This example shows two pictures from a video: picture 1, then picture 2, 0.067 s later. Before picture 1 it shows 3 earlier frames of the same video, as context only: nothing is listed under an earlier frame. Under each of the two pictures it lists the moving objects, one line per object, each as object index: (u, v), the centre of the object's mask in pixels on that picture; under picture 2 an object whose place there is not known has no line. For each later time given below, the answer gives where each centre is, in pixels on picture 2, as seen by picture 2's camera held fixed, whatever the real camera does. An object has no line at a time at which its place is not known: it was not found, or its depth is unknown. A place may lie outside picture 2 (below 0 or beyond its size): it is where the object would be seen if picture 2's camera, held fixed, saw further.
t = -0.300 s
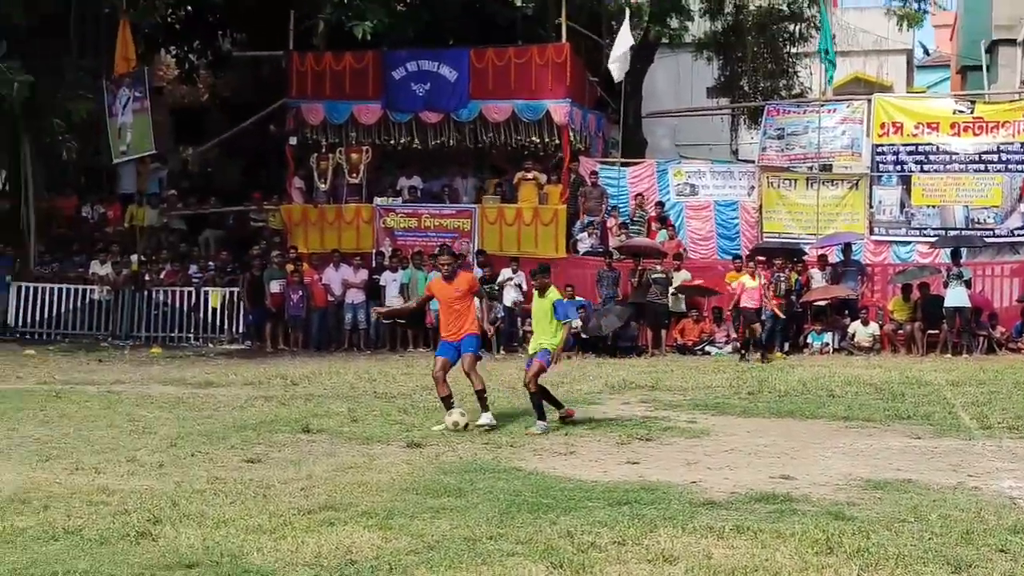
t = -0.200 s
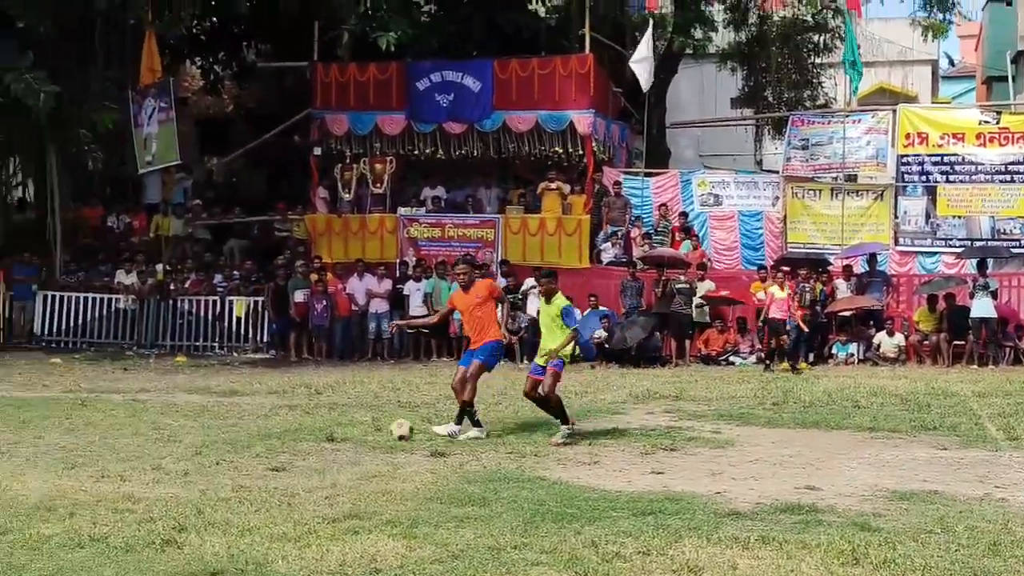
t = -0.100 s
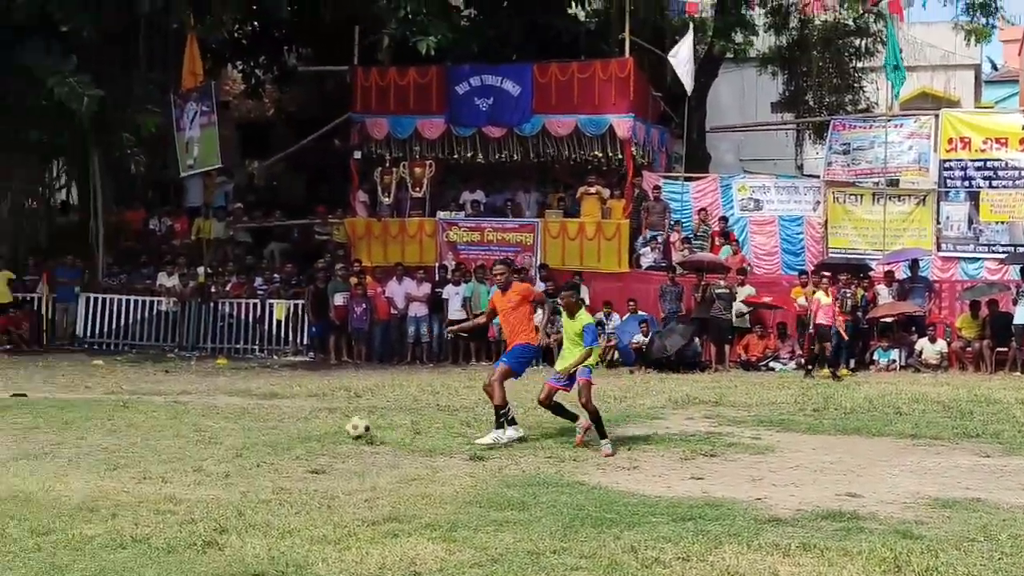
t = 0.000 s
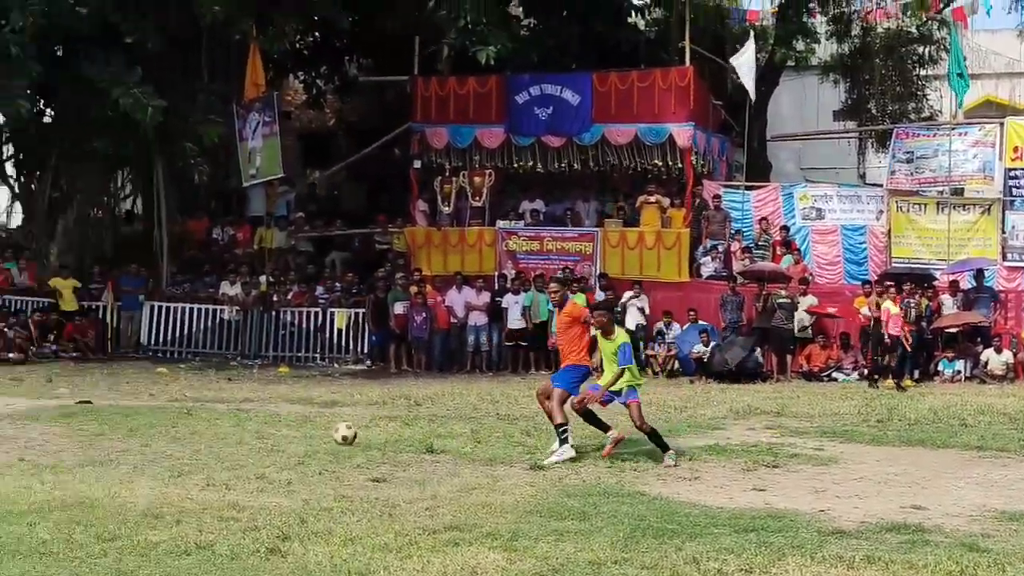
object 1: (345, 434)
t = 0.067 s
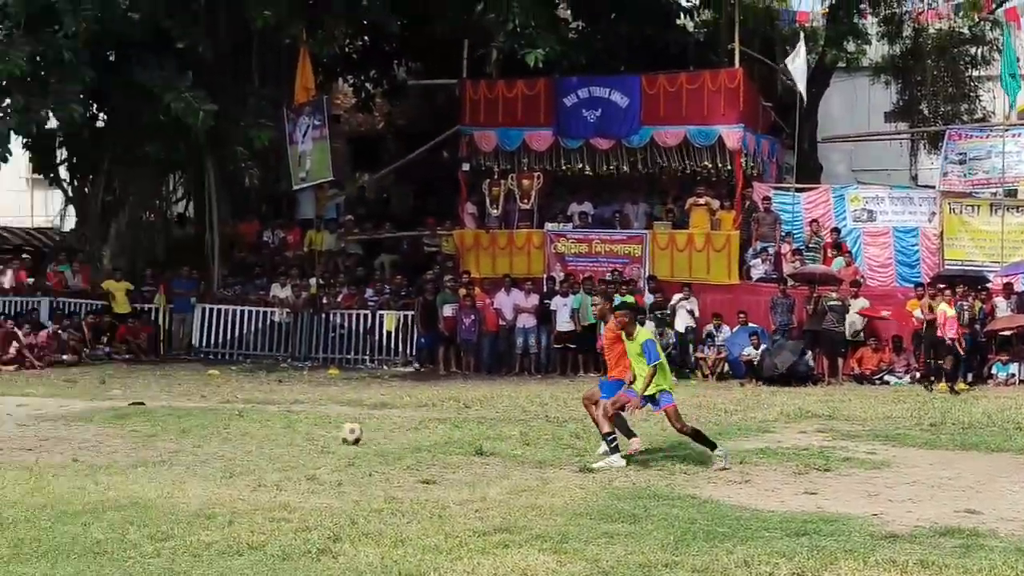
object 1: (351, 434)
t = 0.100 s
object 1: (331, 435)
